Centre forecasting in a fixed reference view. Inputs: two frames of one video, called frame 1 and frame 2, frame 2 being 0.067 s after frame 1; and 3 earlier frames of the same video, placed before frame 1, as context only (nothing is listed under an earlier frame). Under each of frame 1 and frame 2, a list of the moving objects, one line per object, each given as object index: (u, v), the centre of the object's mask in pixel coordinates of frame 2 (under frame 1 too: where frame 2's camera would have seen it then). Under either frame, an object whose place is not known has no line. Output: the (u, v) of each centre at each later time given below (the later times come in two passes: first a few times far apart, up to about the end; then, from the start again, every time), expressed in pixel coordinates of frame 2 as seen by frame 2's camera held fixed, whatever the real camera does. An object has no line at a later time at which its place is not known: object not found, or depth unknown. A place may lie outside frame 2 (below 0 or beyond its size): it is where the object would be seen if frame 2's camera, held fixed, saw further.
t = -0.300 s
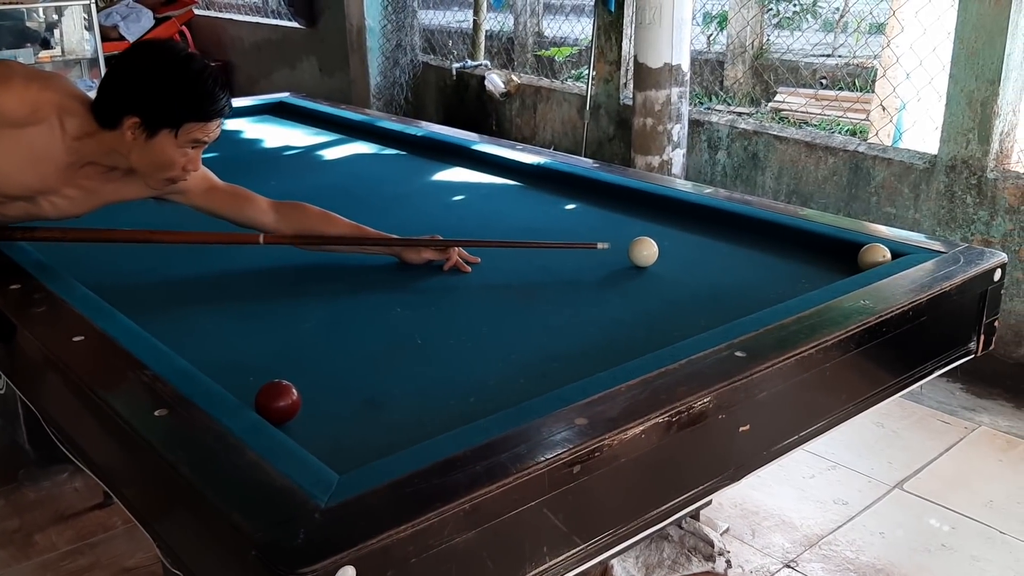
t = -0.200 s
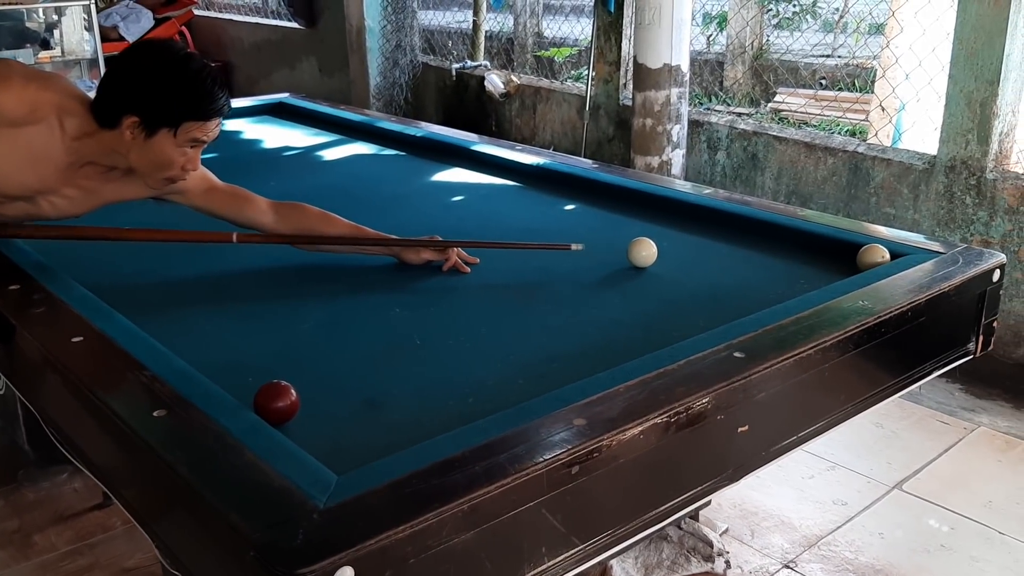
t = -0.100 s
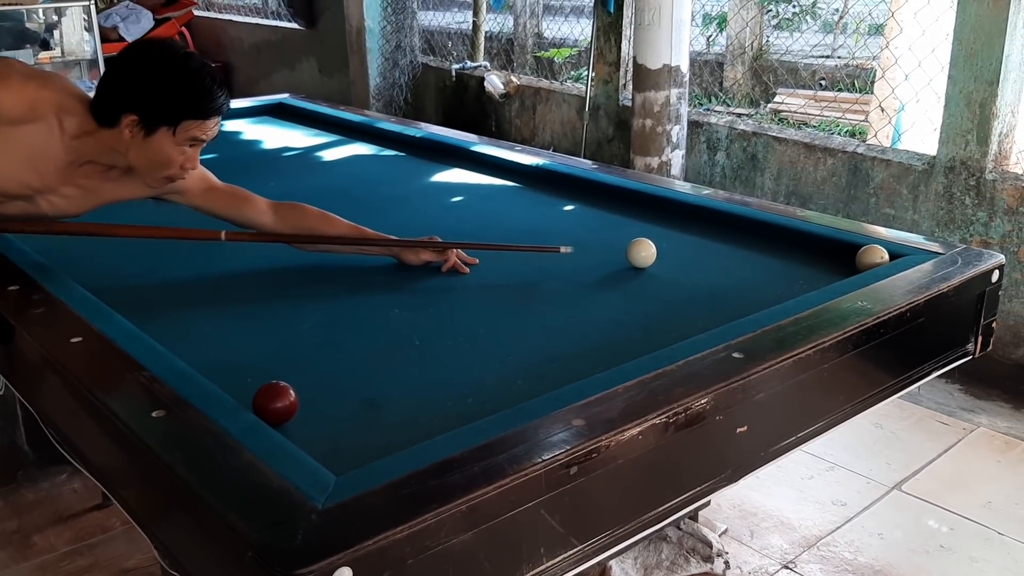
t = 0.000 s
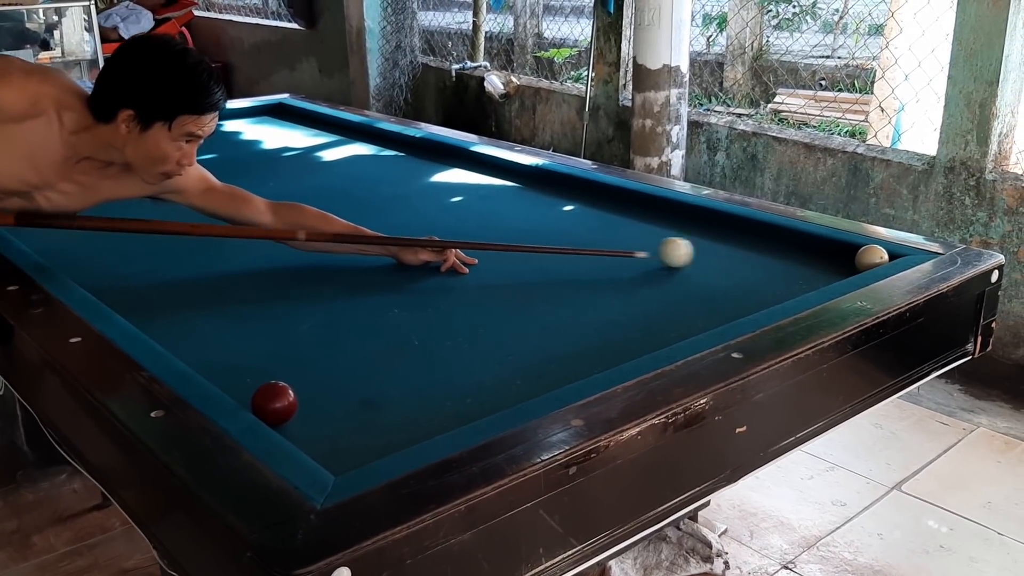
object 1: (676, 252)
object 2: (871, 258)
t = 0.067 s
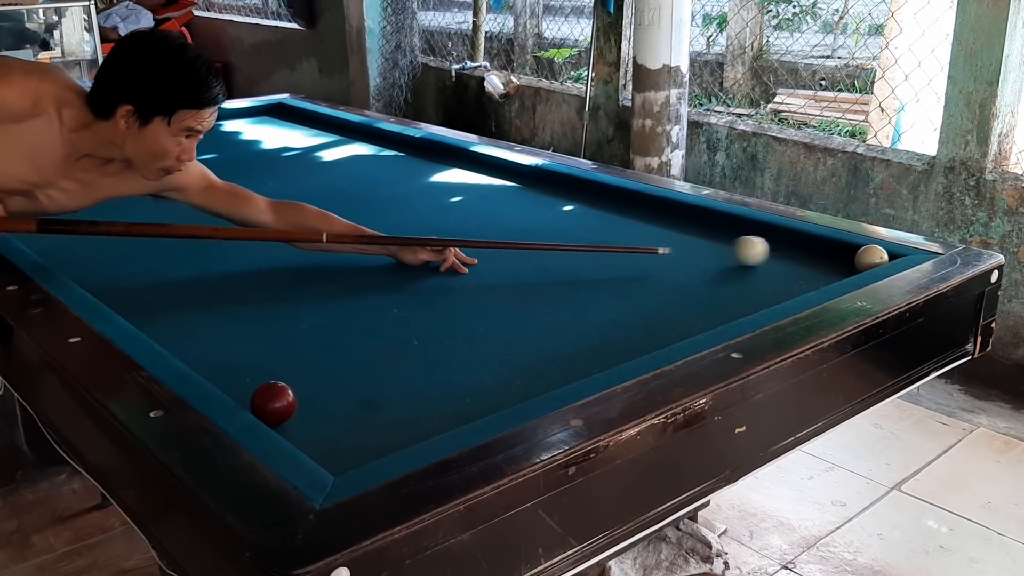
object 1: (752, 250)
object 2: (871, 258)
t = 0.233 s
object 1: (827, 260)
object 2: (871, 257)
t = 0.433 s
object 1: (782, 281)
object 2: (835, 249)
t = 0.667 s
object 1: (723, 309)
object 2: (795, 241)
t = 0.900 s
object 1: (656, 338)
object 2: (760, 233)
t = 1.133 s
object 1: (569, 370)
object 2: (728, 226)
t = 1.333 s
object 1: (481, 401)
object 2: (703, 221)
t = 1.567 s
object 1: (367, 441)
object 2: (676, 215)
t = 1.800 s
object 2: (653, 209)
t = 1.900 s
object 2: (644, 207)
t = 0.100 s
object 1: (787, 250)
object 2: (871, 257)
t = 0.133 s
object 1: (821, 249)
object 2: (871, 257)
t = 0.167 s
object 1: (842, 251)
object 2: (871, 257)
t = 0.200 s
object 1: (835, 256)
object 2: (877, 257)
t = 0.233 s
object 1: (827, 260)
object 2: (871, 257)
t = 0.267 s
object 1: (820, 263)
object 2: (865, 257)
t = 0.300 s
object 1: (812, 266)
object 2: (859, 256)
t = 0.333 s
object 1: (805, 270)
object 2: (853, 254)
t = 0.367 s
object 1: (798, 274)
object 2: (847, 252)
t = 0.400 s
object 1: (790, 278)
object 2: (841, 251)
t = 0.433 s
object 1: (782, 281)
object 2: (835, 249)
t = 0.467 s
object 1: (774, 285)
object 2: (829, 248)
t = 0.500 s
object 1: (766, 289)
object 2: (823, 247)
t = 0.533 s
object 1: (758, 293)
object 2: (817, 246)
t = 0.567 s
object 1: (749, 297)
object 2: (812, 245)
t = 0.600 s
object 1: (740, 301)
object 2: (806, 243)
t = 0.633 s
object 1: (732, 305)
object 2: (801, 242)
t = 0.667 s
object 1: (723, 309)
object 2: (795, 241)
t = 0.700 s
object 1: (714, 313)
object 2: (790, 240)
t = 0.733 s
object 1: (705, 317)
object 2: (785, 239)
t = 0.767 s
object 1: (695, 321)
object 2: (780, 238)
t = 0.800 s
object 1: (686, 325)
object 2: (774, 237)
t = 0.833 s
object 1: (676, 330)
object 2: (770, 236)
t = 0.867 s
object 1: (666, 334)
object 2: (765, 234)
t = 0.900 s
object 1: (656, 338)
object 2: (760, 233)
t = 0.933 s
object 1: (646, 343)
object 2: (755, 232)
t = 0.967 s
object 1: (636, 348)
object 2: (750, 231)
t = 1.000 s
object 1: (623, 352)
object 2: (746, 230)
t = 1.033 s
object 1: (610, 357)
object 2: (741, 229)
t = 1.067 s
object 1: (596, 361)
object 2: (737, 228)
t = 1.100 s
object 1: (582, 366)
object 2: (732, 227)
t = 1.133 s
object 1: (569, 370)
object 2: (728, 226)
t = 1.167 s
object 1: (554, 375)
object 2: (723, 225)
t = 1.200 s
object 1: (540, 380)
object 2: (719, 225)
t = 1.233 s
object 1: (526, 385)
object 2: (715, 224)
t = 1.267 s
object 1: (511, 390)
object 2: (711, 223)
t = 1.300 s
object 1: (496, 395)
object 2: (707, 222)
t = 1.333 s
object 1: (481, 401)
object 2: (703, 221)
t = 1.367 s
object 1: (466, 406)
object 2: (699, 220)
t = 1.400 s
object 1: (450, 412)
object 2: (695, 219)
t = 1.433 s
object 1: (434, 417)
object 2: (691, 218)
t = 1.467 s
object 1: (418, 423)
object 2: (687, 218)
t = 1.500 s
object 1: (401, 429)
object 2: (684, 217)
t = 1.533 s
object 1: (384, 434)
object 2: (680, 216)
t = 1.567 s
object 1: (367, 441)
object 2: (676, 215)
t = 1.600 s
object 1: (349, 447)
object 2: (673, 214)
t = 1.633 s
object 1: (333, 451)
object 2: (669, 213)
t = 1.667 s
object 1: (331, 450)
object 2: (666, 213)
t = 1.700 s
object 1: (337, 446)
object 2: (663, 212)
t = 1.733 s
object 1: (342, 440)
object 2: (659, 211)
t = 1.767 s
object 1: (347, 435)
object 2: (656, 210)
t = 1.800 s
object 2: (653, 209)
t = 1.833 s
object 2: (650, 209)
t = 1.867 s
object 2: (647, 208)
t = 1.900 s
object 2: (644, 207)
